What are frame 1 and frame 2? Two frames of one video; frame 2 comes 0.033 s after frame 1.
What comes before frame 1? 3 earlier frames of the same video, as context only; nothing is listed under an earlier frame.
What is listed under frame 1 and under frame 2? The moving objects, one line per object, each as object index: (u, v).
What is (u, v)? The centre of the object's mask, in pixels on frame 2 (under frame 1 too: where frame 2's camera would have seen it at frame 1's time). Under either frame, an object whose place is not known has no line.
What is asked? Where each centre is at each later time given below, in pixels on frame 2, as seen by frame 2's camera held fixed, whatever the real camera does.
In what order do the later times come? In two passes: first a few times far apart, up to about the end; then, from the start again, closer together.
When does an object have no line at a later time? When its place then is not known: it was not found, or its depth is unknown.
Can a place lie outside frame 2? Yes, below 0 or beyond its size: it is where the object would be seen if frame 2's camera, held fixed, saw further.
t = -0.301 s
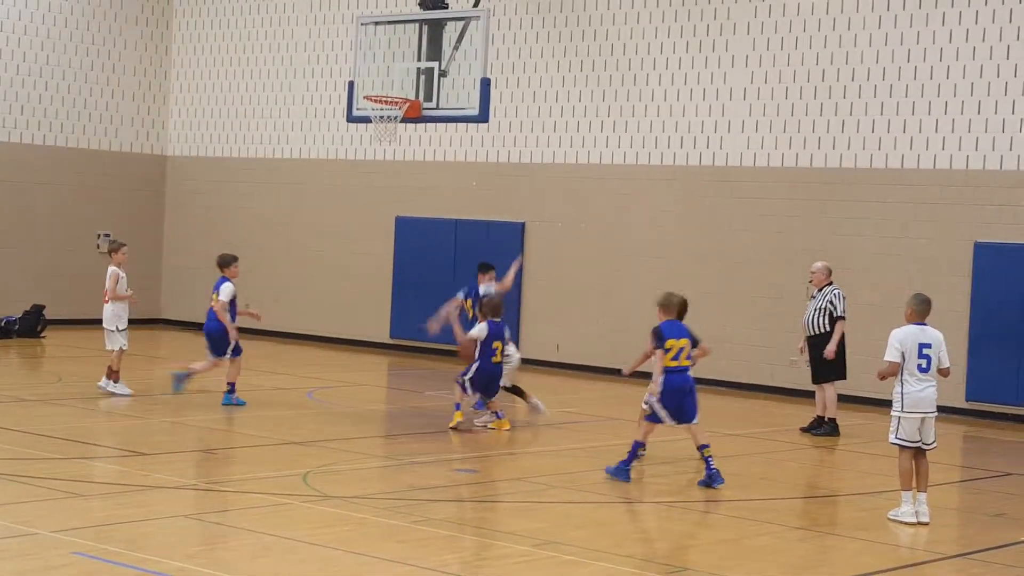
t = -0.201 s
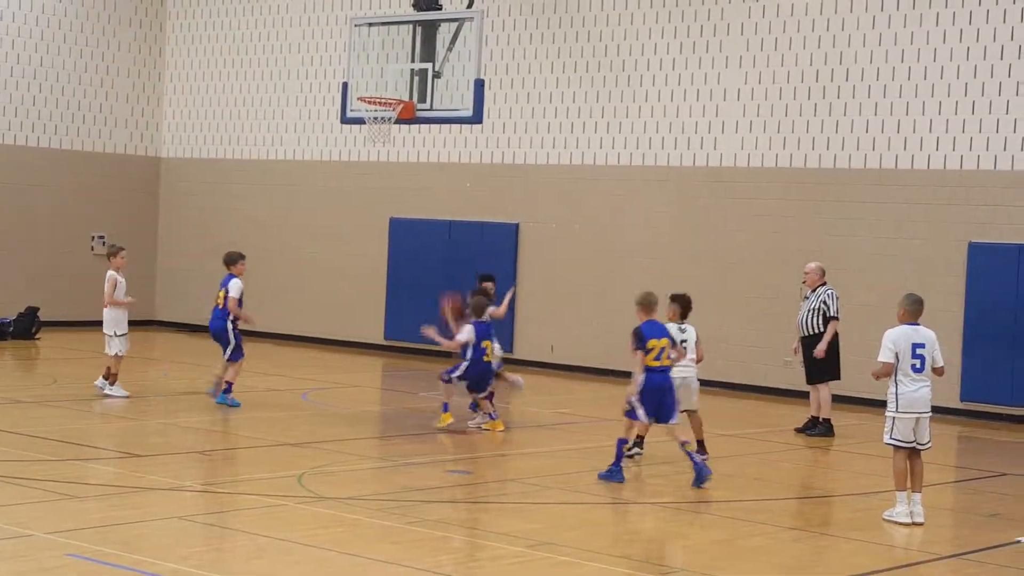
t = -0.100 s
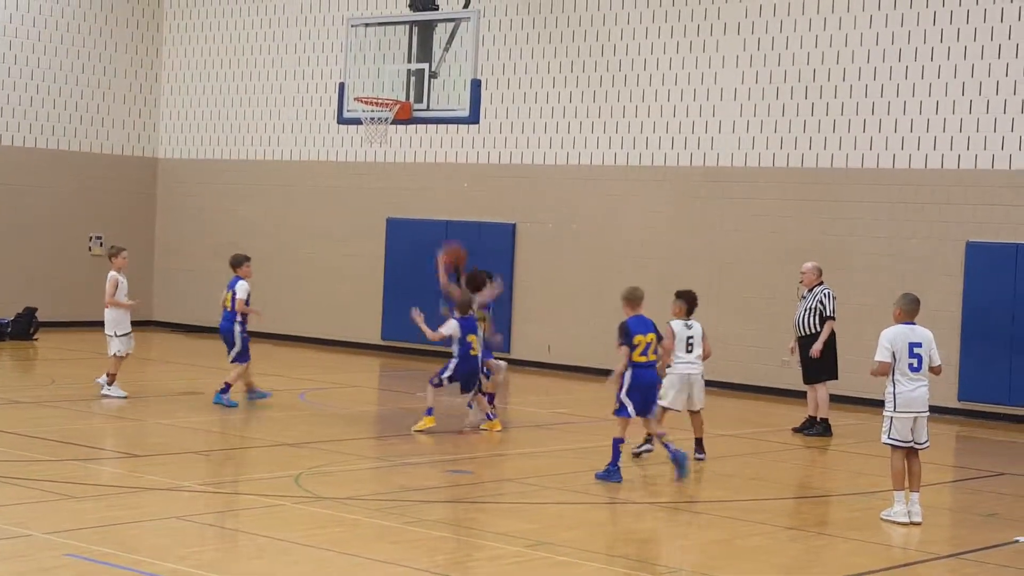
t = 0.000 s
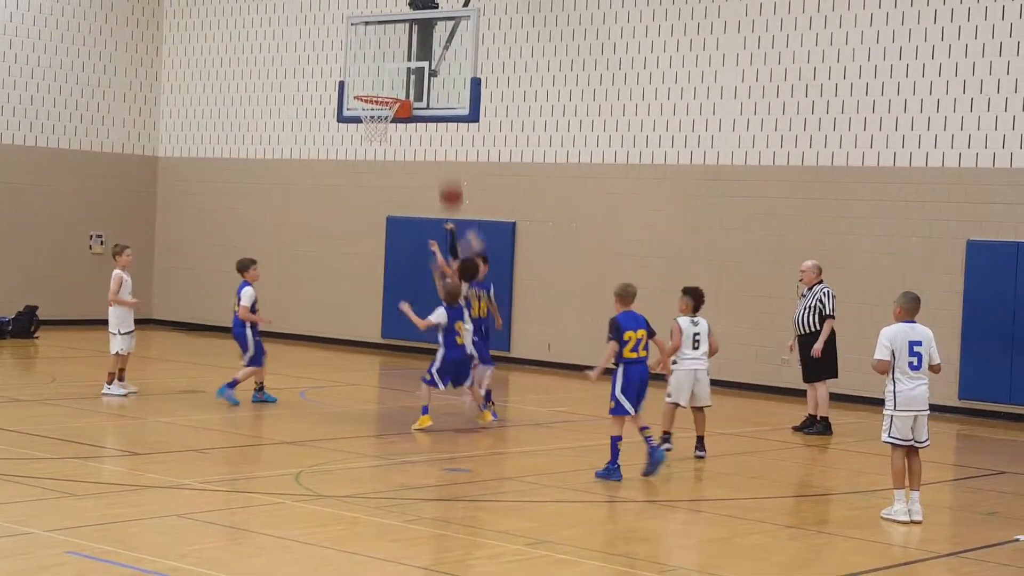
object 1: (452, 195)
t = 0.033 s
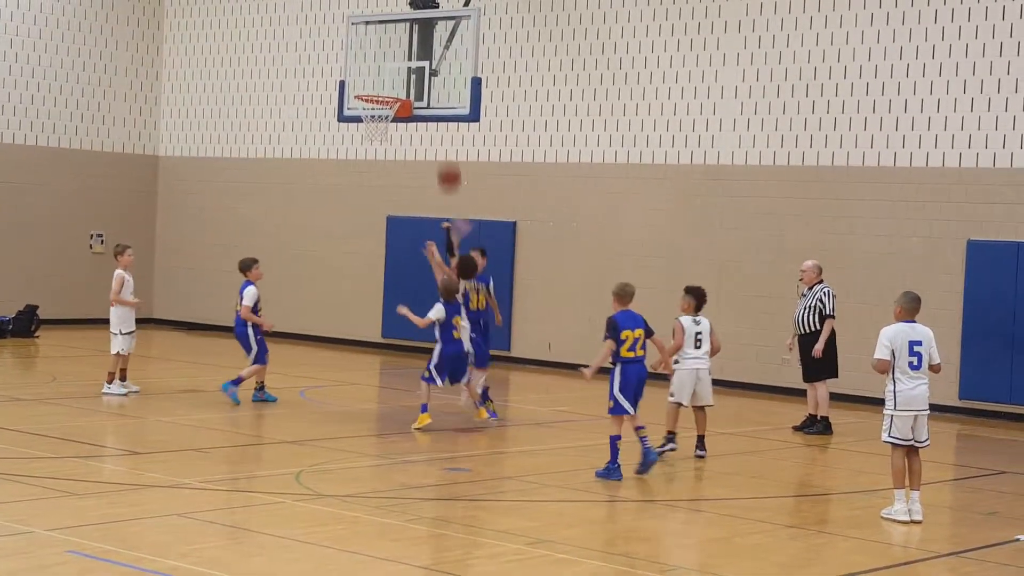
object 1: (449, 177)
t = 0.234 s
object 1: (437, 92)
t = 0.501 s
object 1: (417, 47)
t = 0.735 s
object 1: (398, 64)
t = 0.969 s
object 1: (368, 100)
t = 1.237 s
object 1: (396, 117)
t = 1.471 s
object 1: (381, 126)
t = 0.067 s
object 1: (447, 161)
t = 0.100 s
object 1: (445, 144)
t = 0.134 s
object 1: (443, 131)
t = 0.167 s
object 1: (441, 116)
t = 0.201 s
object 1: (439, 103)
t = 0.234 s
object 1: (437, 92)
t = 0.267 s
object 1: (434, 83)
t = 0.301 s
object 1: (432, 75)
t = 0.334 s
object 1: (430, 68)
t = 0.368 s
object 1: (428, 60)
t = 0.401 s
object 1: (425, 55)
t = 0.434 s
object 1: (423, 51)
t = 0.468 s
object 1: (420, 49)
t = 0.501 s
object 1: (417, 47)
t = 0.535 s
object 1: (414, 46)
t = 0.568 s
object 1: (412, 46)
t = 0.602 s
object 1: (409, 47)
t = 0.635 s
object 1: (407, 49)
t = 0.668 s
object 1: (404, 54)
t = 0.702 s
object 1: (401, 58)
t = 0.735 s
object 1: (398, 64)
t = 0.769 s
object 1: (395, 71)
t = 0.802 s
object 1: (392, 78)
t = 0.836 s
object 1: (389, 87)
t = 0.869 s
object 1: (386, 91)
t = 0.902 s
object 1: (380, 92)
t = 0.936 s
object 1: (374, 92)
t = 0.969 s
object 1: (368, 100)
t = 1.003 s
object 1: (370, 102)
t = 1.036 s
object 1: (376, 106)
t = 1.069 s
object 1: (379, 121)
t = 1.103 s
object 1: (388, 113)
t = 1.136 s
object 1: (392, 116)
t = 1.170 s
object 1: (392, 117)
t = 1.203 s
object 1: (395, 116)
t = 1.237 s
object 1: (396, 117)
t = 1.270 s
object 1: (397, 117)
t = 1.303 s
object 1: (396, 117)
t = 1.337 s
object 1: (393, 120)
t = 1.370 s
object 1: (390, 123)
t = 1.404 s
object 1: (386, 124)
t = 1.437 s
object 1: (385, 124)
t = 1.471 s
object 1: (381, 126)
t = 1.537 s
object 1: (368, 136)
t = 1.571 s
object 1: (367, 134)
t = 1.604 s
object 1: (364, 139)
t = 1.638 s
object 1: (362, 145)
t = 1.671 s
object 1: (359, 151)
